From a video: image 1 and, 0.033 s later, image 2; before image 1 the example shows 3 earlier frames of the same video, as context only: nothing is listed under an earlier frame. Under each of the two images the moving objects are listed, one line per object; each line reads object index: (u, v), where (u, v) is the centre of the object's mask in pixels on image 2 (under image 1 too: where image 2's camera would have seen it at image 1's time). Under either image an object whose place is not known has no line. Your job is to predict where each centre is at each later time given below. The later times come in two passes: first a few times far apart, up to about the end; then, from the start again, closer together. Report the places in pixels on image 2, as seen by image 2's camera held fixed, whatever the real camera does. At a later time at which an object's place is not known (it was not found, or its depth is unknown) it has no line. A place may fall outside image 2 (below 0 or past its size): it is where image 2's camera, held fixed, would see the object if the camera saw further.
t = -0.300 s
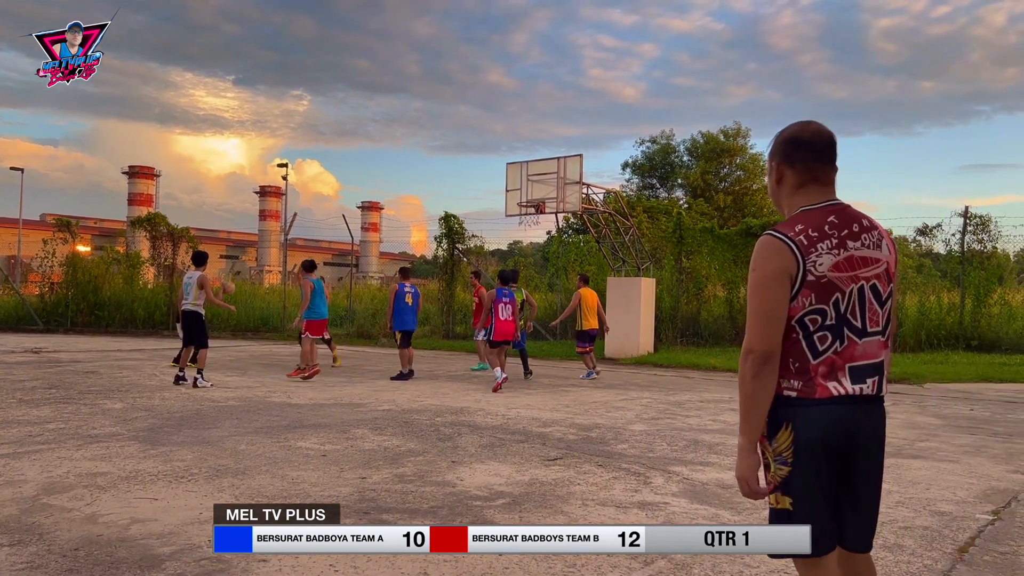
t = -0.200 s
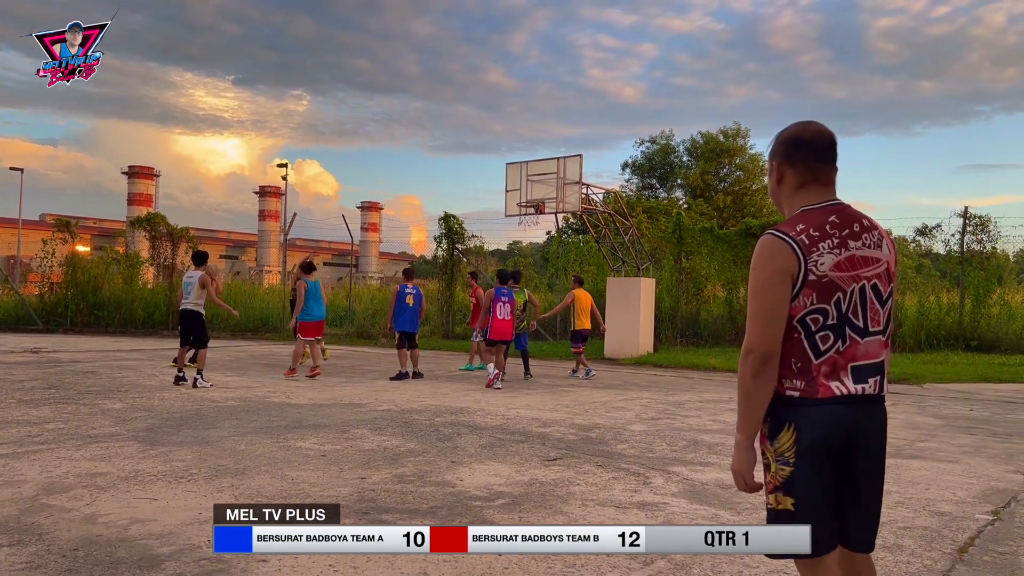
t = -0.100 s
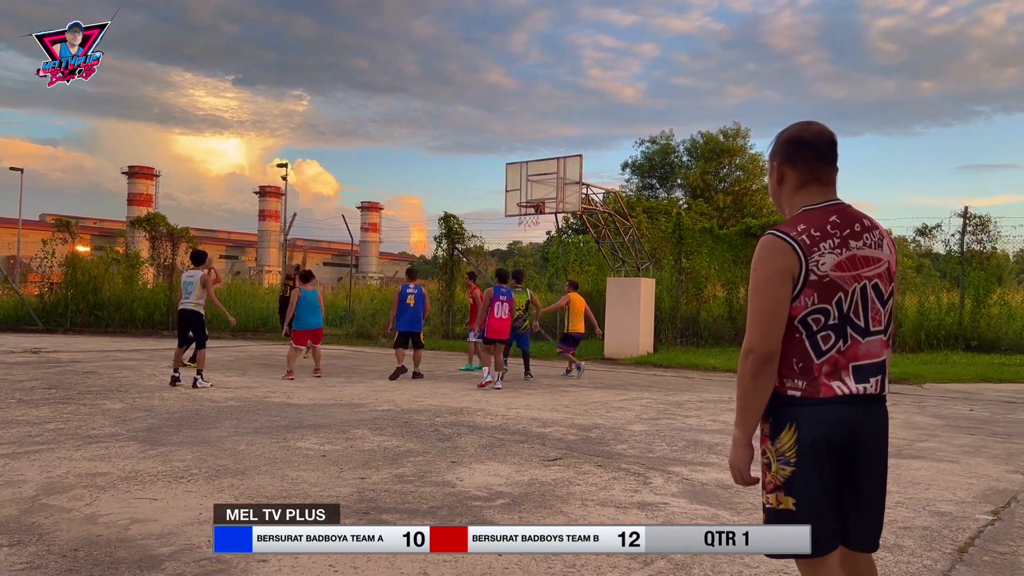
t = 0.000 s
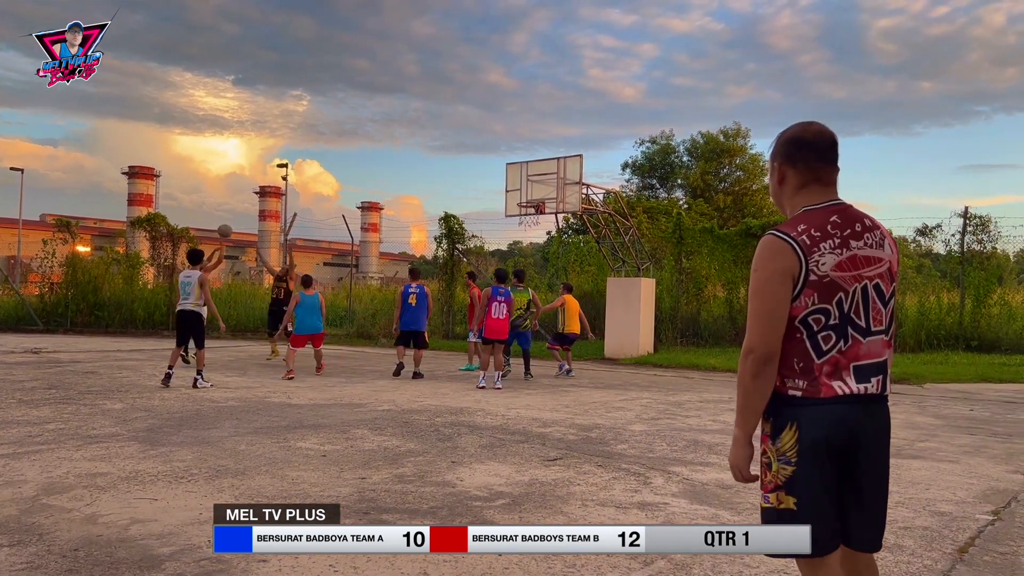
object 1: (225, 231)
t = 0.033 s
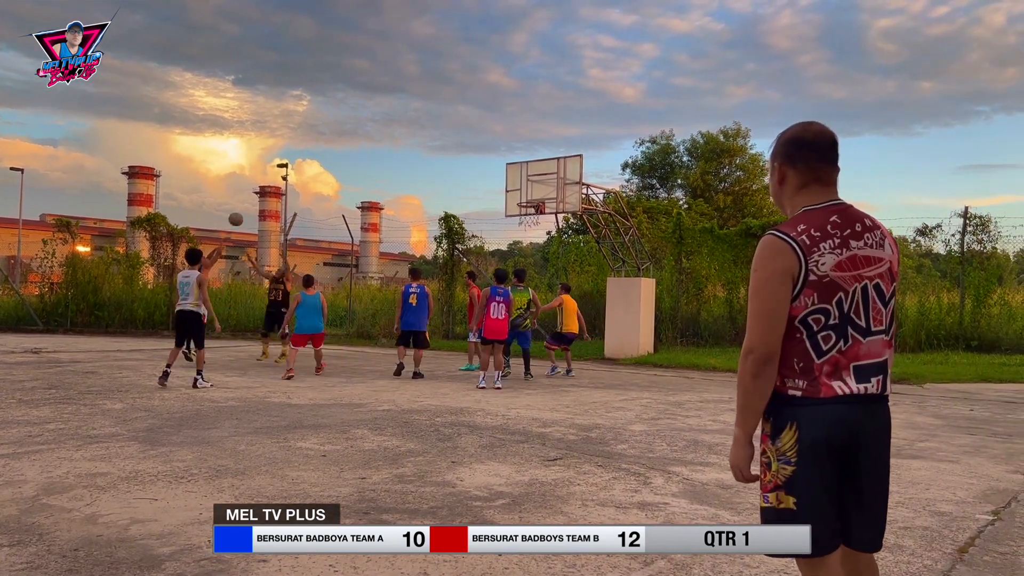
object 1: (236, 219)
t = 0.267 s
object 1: (310, 158)
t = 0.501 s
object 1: (378, 131)
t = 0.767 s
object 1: (451, 137)
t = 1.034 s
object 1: (515, 180)
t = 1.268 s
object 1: (503, 194)
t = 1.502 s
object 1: (444, 203)
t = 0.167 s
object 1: (279, 180)
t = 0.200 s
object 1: (289, 172)
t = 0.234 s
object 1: (300, 165)
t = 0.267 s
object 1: (310, 158)
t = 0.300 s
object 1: (320, 152)
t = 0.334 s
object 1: (330, 147)
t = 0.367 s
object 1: (340, 142)
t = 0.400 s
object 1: (350, 139)
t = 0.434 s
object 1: (359, 135)
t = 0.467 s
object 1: (369, 133)
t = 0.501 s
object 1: (378, 131)
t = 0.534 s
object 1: (388, 130)
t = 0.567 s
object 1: (397, 129)
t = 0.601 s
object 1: (406, 129)
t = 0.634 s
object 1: (415, 129)
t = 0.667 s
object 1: (424, 130)
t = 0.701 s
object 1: (433, 132)
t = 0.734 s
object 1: (442, 135)
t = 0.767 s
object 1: (451, 137)
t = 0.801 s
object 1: (459, 141)
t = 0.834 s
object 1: (467, 145)
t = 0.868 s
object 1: (476, 149)
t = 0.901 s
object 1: (484, 154)
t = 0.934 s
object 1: (492, 160)
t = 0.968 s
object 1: (500, 166)
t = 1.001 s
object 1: (508, 173)
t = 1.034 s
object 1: (515, 180)
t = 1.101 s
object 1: (531, 195)
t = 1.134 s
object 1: (536, 200)
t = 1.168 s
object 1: (528, 198)
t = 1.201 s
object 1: (520, 197)
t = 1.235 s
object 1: (511, 195)
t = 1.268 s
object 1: (503, 194)
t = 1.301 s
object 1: (495, 193)
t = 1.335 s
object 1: (486, 193)
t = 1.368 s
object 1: (478, 194)
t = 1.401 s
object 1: (470, 195)
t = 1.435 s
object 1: (461, 197)
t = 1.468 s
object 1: (453, 200)
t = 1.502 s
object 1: (444, 203)
